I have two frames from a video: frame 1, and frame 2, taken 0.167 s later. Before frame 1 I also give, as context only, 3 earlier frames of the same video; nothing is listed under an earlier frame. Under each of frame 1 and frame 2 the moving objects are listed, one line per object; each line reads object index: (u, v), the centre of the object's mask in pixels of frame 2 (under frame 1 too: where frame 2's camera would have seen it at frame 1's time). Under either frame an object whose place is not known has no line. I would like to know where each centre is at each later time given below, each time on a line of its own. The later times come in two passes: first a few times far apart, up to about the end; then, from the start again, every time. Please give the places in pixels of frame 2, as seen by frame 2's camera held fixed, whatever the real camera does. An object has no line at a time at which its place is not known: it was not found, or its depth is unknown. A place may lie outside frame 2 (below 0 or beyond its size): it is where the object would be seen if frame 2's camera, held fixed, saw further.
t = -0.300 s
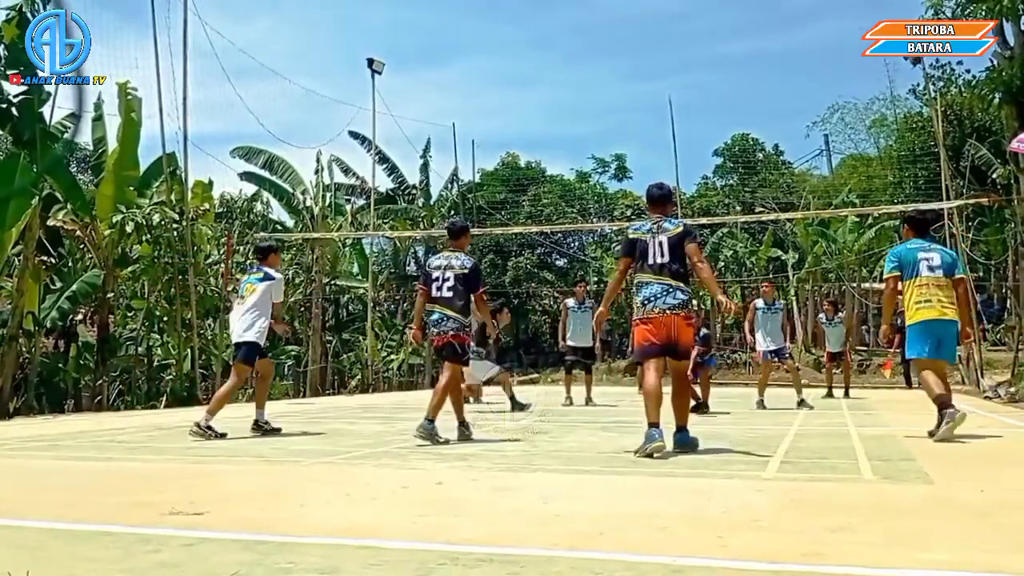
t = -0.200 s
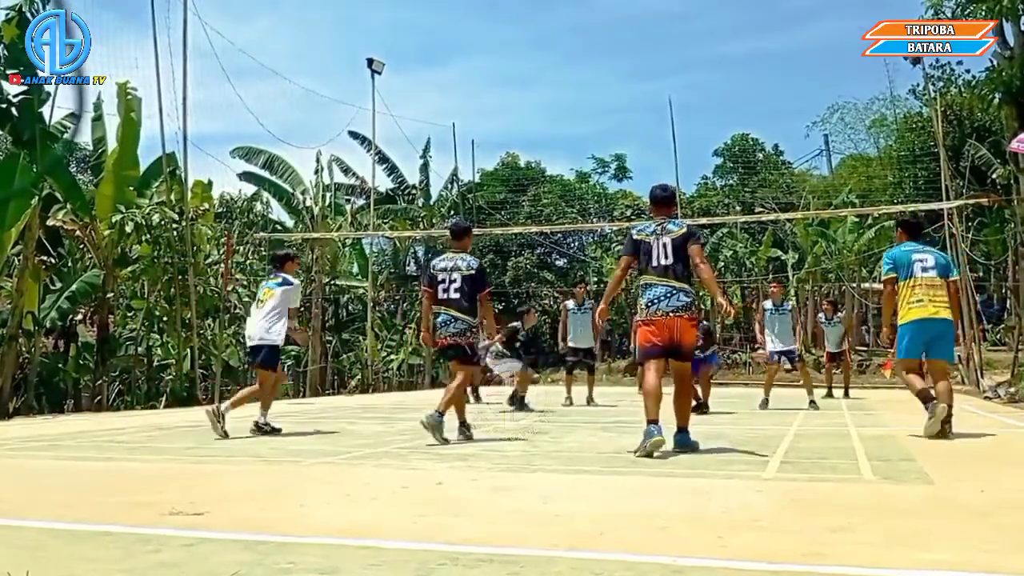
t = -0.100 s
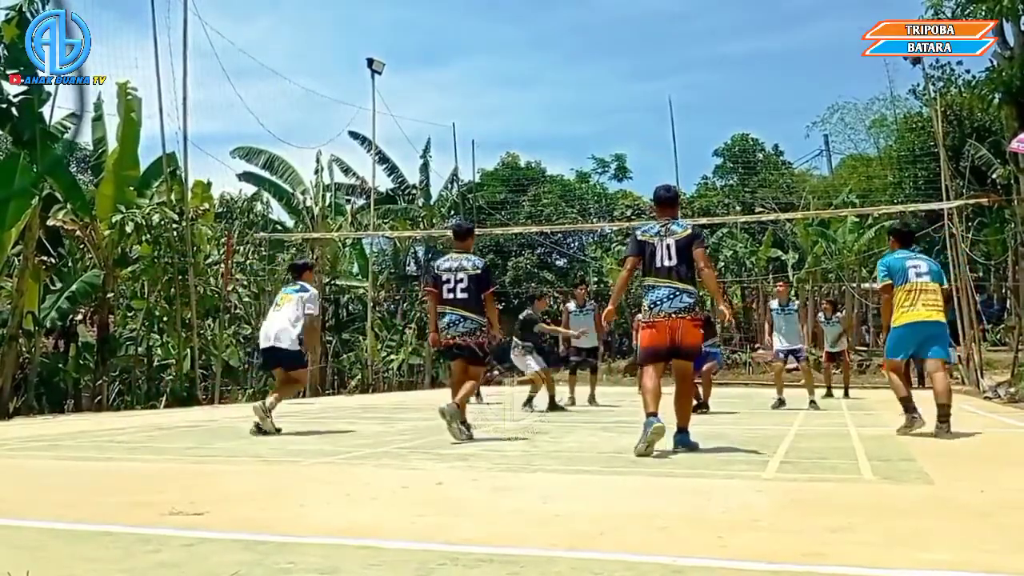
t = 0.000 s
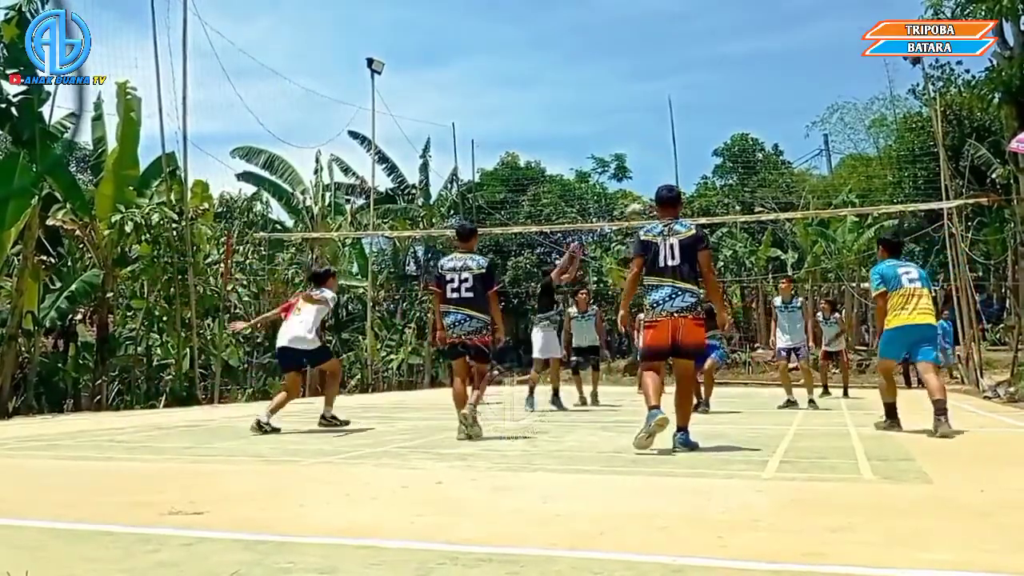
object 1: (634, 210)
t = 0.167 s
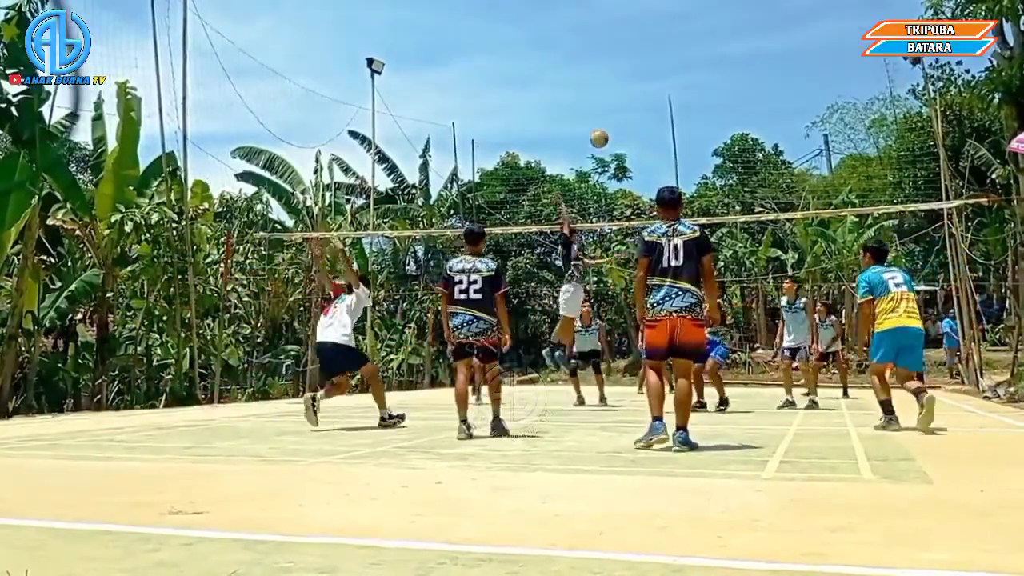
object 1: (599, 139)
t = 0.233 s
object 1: (585, 116)
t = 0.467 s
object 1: (539, 68)
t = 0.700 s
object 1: (493, 64)
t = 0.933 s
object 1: (447, 104)
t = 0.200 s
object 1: (592, 127)
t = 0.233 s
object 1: (585, 116)
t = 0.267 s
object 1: (579, 106)
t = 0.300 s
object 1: (572, 98)
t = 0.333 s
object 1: (565, 90)
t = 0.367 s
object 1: (558, 83)
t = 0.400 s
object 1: (552, 77)
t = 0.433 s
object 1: (545, 72)
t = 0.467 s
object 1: (539, 68)
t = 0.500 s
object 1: (532, 65)
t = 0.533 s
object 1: (526, 63)
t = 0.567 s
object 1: (519, 61)
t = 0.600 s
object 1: (512, 60)
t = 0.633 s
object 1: (506, 60)
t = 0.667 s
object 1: (499, 62)
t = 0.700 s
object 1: (493, 64)
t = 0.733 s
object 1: (486, 67)
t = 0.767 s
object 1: (480, 71)
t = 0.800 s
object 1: (473, 76)
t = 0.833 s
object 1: (466, 82)
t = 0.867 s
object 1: (460, 88)
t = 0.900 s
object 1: (454, 96)
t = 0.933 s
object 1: (447, 104)
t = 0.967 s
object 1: (441, 113)
